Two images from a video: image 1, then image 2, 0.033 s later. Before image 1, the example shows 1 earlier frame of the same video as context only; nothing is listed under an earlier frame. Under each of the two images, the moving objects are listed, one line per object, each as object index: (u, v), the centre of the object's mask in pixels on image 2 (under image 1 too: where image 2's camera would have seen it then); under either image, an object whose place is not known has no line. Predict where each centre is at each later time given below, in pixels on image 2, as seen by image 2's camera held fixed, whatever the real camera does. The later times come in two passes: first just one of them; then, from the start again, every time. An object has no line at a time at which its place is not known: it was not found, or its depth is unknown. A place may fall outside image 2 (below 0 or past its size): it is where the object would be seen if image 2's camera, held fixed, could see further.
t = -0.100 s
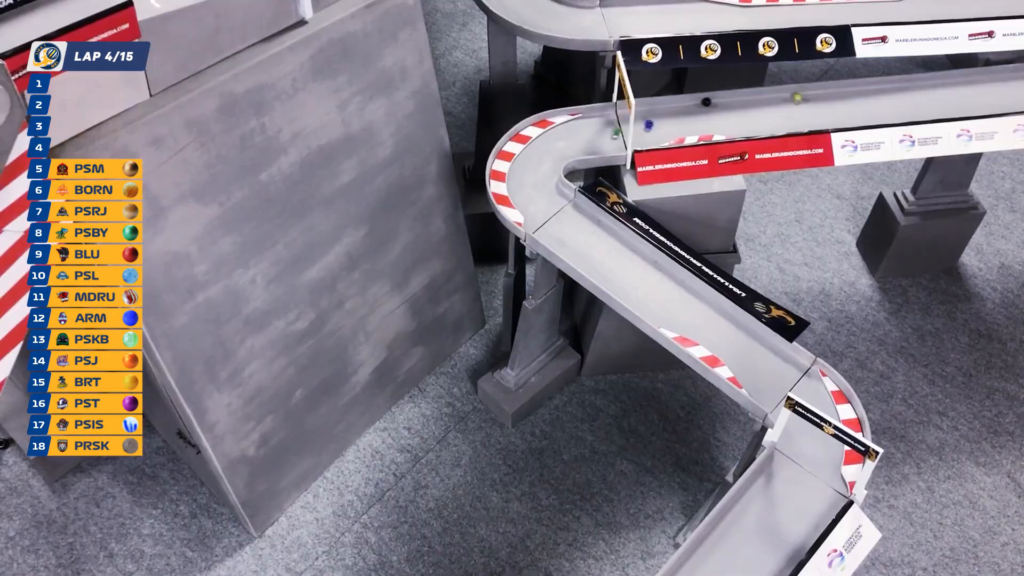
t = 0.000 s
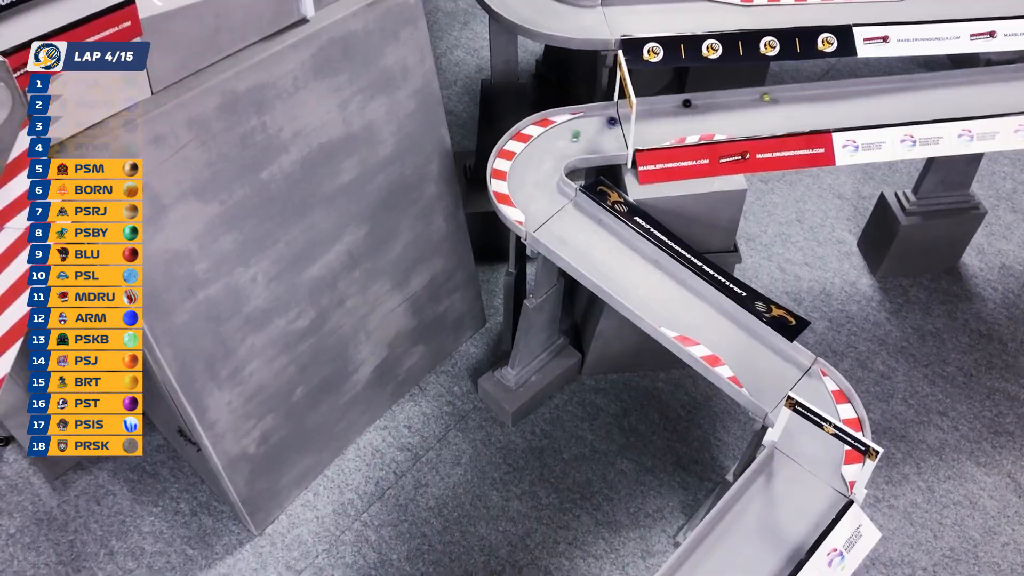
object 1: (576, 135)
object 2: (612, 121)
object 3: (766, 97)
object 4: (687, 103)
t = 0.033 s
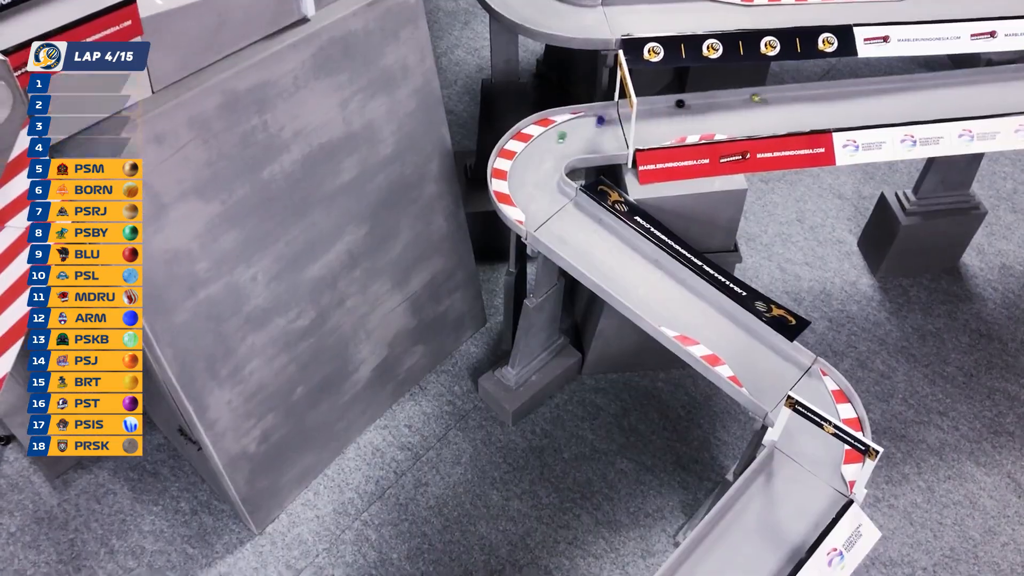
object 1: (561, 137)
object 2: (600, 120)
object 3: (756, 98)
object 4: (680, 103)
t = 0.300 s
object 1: (511, 180)
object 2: (527, 149)
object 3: (674, 105)
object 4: (624, 109)
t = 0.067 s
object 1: (547, 139)
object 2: (587, 119)
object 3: (745, 98)
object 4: (673, 104)
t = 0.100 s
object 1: (534, 142)
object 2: (575, 118)
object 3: (734, 99)
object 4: (666, 105)
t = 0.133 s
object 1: (528, 147)
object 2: (566, 124)
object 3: (724, 100)
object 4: (658, 106)
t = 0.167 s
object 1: (523, 153)
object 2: (557, 128)
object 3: (714, 100)
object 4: (652, 106)
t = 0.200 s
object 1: (517, 160)
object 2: (547, 133)
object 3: (704, 101)
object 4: (645, 107)
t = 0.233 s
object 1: (513, 167)
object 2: (539, 137)
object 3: (693, 102)
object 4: (640, 108)
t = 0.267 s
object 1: (512, 173)
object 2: (532, 143)
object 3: (683, 104)
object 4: (629, 108)
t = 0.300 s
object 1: (511, 180)
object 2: (527, 149)
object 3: (674, 105)
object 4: (624, 109)
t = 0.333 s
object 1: (511, 186)
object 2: (521, 155)
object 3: (663, 106)
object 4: (617, 109)
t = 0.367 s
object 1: (514, 192)
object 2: (515, 162)
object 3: (653, 107)
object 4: (609, 111)
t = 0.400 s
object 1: (517, 199)
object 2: (512, 170)
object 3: (643, 108)
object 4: (602, 112)
